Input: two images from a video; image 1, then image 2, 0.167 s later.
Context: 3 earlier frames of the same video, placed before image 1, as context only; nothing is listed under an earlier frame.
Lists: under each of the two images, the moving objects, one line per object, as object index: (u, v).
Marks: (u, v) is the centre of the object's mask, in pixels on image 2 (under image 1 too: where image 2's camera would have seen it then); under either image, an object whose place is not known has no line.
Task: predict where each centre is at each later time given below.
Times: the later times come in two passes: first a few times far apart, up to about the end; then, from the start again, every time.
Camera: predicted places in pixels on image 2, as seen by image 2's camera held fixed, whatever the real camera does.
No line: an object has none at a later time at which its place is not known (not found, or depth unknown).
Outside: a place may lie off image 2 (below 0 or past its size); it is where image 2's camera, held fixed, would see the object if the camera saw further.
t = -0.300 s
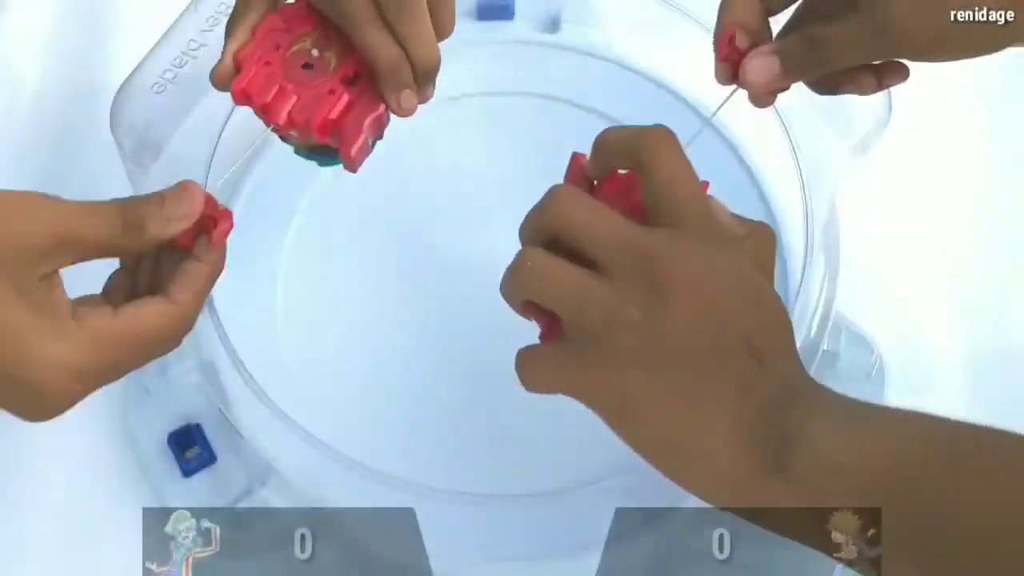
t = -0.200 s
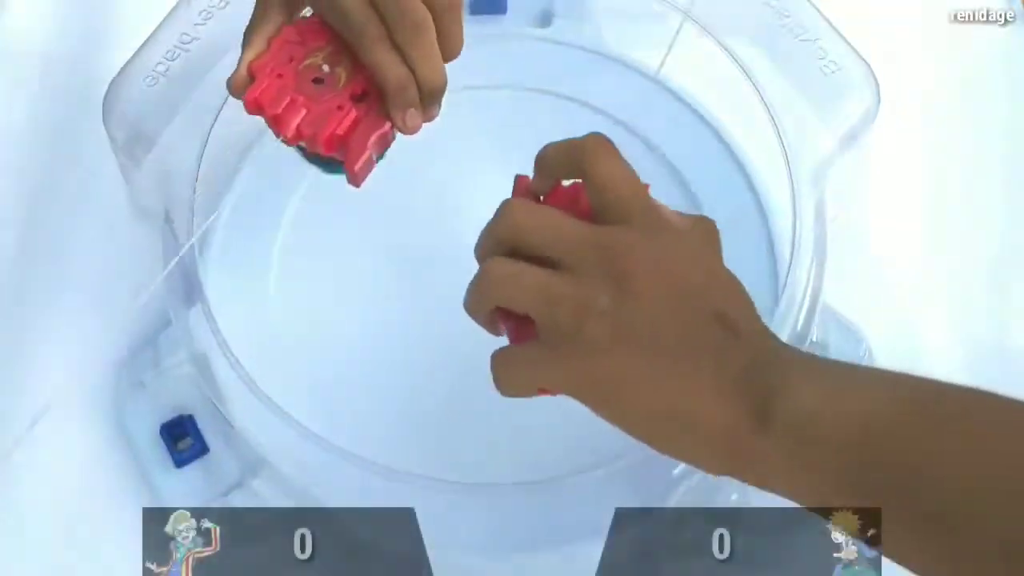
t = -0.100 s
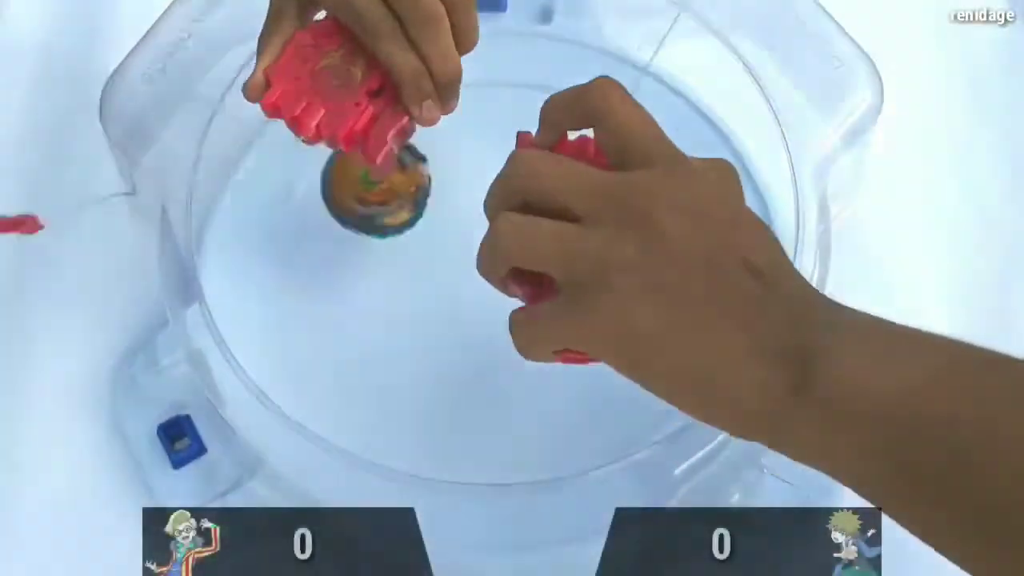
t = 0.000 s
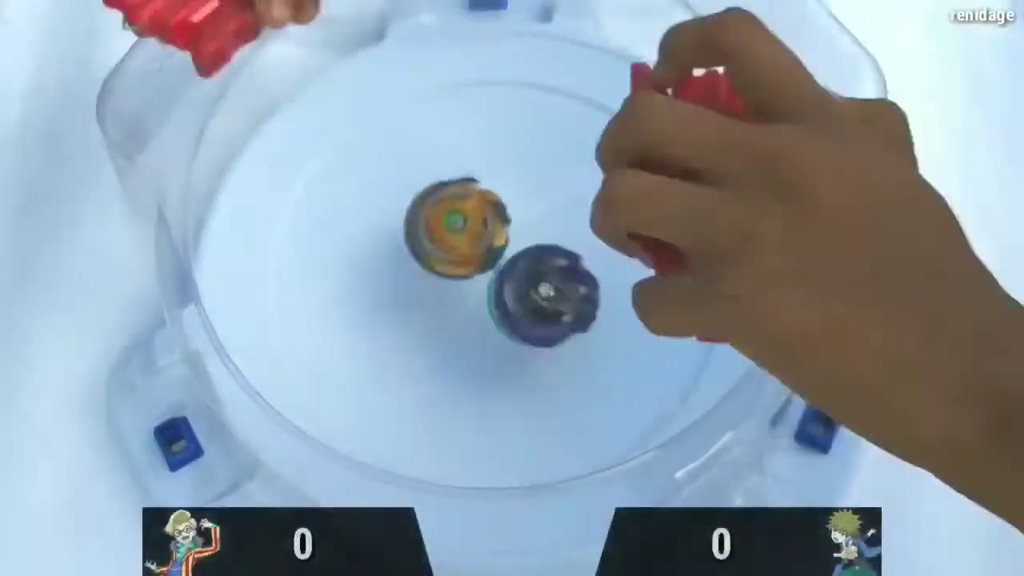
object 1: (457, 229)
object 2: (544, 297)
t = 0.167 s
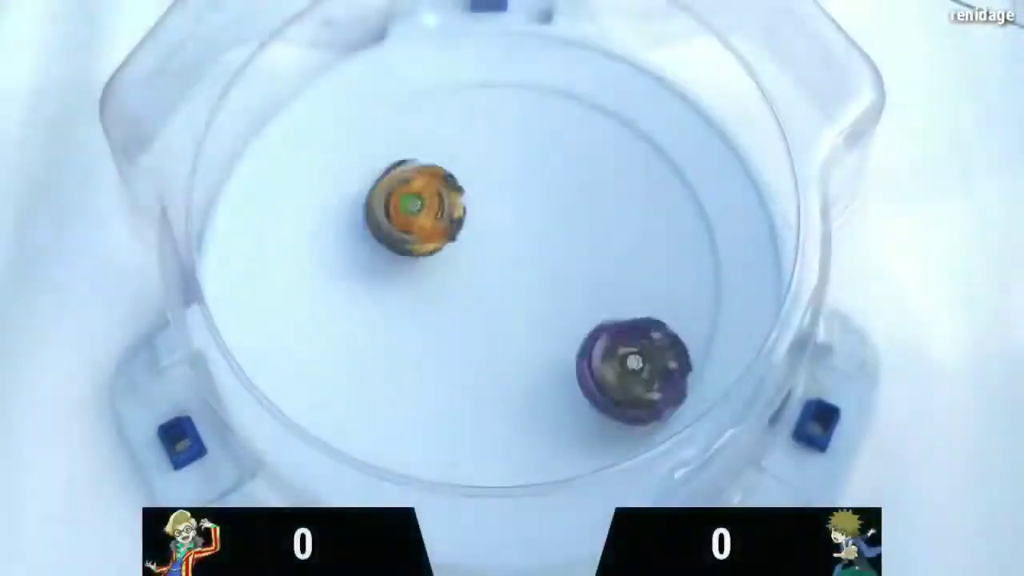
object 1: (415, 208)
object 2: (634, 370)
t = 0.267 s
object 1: (423, 215)
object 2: (598, 396)
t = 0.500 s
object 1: (551, 242)
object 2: (399, 324)
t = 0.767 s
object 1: (545, 268)
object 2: (490, 136)
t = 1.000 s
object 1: (466, 258)
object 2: (738, 187)
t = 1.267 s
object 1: (485, 243)
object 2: (485, 431)
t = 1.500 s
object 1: (530, 238)
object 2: (244, 193)
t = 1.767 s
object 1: (524, 252)
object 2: (229, 111)
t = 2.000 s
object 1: (524, 252)
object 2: (189, 155)
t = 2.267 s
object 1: (547, 320)
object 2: (198, 181)
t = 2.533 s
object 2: (292, 75)
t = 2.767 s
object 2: (285, 77)
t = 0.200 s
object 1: (414, 211)
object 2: (629, 379)
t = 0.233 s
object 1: (417, 209)
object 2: (620, 388)
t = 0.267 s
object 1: (423, 215)
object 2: (598, 396)
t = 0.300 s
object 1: (437, 217)
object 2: (573, 399)
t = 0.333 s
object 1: (450, 225)
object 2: (543, 394)
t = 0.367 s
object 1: (469, 227)
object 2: (511, 389)
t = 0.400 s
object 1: (488, 232)
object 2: (477, 382)
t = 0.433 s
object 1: (510, 234)
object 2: (446, 369)
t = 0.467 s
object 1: (529, 238)
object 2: (419, 349)
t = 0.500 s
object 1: (551, 242)
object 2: (399, 324)
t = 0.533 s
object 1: (567, 244)
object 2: (387, 298)
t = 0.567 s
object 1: (579, 248)
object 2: (386, 273)
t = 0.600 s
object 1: (588, 254)
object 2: (386, 248)
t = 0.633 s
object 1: (588, 260)
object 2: (395, 224)
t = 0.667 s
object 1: (583, 263)
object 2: (412, 200)
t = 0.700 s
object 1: (574, 266)
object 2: (433, 179)
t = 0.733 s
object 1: (562, 267)
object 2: (458, 158)
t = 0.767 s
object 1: (545, 268)
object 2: (490, 136)
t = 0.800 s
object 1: (526, 268)
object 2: (527, 116)
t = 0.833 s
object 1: (510, 268)
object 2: (566, 104)
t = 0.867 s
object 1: (497, 267)
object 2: (610, 98)
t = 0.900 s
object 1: (486, 264)
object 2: (647, 109)
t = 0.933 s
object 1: (477, 262)
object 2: (682, 131)
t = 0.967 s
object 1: (471, 260)
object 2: (713, 155)
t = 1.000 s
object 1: (466, 258)
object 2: (738, 187)
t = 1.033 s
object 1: (462, 255)
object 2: (751, 223)
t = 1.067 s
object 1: (460, 253)
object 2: (744, 266)
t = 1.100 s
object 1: (461, 250)
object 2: (725, 307)
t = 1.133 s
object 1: (467, 247)
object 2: (696, 349)
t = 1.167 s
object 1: (470, 243)
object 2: (654, 388)
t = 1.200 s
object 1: (475, 242)
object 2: (601, 412)
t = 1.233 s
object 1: (482, 243)
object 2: (544, 428)
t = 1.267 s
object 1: (485, 243)
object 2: (485, 431)
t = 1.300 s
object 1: (492, 242)
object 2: (426, 422)
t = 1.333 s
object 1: (499, 242)
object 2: (371, 399)
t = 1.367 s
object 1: (509, 241)
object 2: (323, 366)
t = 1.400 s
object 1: (517, 238)
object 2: (287, 326)
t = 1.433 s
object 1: (523, 235)
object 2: (262, 283)
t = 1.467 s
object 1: (529, 235)
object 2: (248, 238)
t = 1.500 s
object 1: (530, 238)
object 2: (244, 193)
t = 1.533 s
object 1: (528, 242)
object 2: (248, 151)
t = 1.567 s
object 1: (529, 248)
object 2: (262, 110)
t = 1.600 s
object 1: (529, 254)
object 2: (278, 76)
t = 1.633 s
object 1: (528, 257)
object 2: (286, 63)
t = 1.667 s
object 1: (527, 257)
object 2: (262, 77)
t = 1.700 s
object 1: (524, 253)
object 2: (238, 87)
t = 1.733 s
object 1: (525, 251)
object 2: (234, 96)
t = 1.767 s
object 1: (524, 252)
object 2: (229, 111)
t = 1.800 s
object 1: (524, 254)
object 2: (221, 122)
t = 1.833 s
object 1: (520, 253)
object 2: (206, 133)
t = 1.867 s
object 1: (516, 253)
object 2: (193, 146)
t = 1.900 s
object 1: (514, 251)
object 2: (188, 161)
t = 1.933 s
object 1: (515, 250)
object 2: (183, 166)
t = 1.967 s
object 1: (520, 251)
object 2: (185, 157)
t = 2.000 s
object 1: (524, 252)
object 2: (189, 155)
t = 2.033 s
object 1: (529, 255)
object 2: (191, 152)
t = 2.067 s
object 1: (538, 260)
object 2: (191, 153)
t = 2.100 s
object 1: (545, 269)
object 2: (189, 157)
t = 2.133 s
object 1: (549, 280)
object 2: (188, 166)
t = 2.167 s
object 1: (554, 291)
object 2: (188, 192)
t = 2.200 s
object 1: (554, 301)
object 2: (180, 184)
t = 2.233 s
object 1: (552, 309)
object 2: (188, 184)
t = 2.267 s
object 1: (547, 320)
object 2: (198, 181)
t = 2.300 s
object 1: (537, 330)
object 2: (203, 166)
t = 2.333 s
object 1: (522, 340)
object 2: (210, 145)
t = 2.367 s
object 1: (508, 350)
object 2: (219, 121)
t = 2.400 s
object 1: (493, 356)
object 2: (231, 88)
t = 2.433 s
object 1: (473, 358)
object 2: (263, 78)
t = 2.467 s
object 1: (452, 357)
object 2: (288, 67)
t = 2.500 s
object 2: (288, 70)
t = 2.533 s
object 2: (292, 75)
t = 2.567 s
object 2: (290, 75)
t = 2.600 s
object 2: (289, 75)
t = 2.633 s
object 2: (288, 76)
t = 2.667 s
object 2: (287, 76)
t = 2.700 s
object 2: (286, 76)
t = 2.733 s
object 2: (286, 77)
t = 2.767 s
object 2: (285, 77)
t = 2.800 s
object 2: (286, 76)
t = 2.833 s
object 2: (287, 76)
